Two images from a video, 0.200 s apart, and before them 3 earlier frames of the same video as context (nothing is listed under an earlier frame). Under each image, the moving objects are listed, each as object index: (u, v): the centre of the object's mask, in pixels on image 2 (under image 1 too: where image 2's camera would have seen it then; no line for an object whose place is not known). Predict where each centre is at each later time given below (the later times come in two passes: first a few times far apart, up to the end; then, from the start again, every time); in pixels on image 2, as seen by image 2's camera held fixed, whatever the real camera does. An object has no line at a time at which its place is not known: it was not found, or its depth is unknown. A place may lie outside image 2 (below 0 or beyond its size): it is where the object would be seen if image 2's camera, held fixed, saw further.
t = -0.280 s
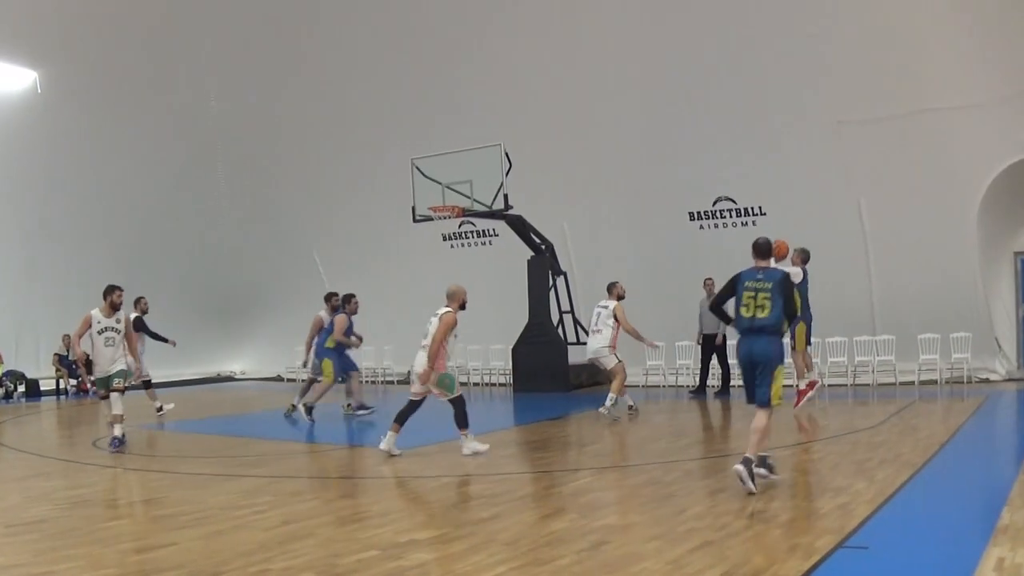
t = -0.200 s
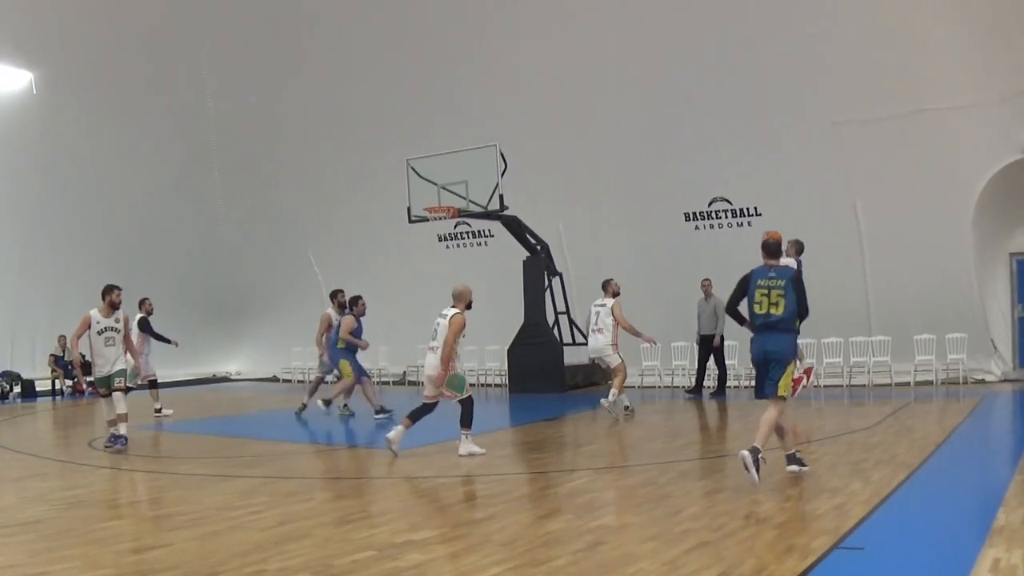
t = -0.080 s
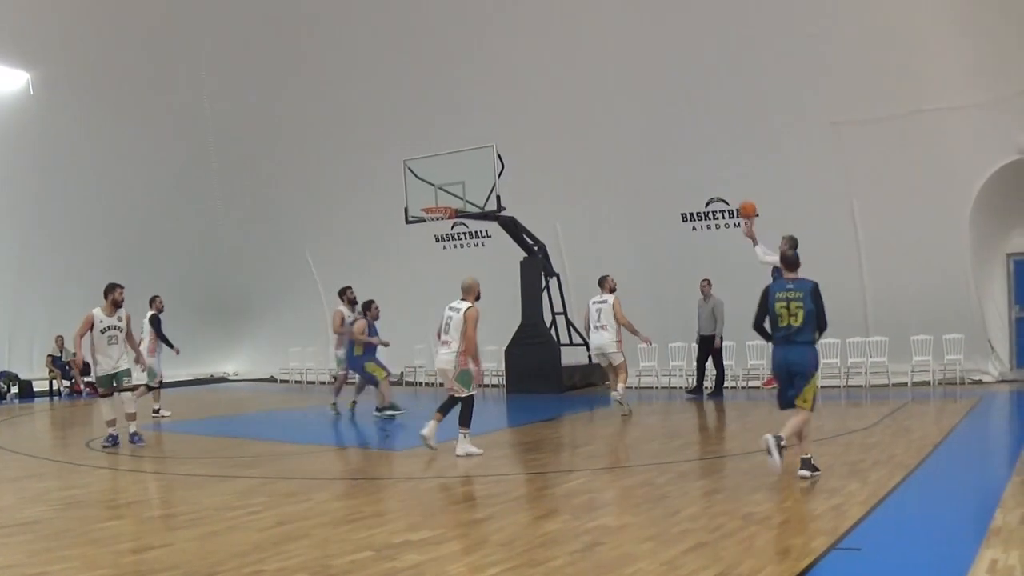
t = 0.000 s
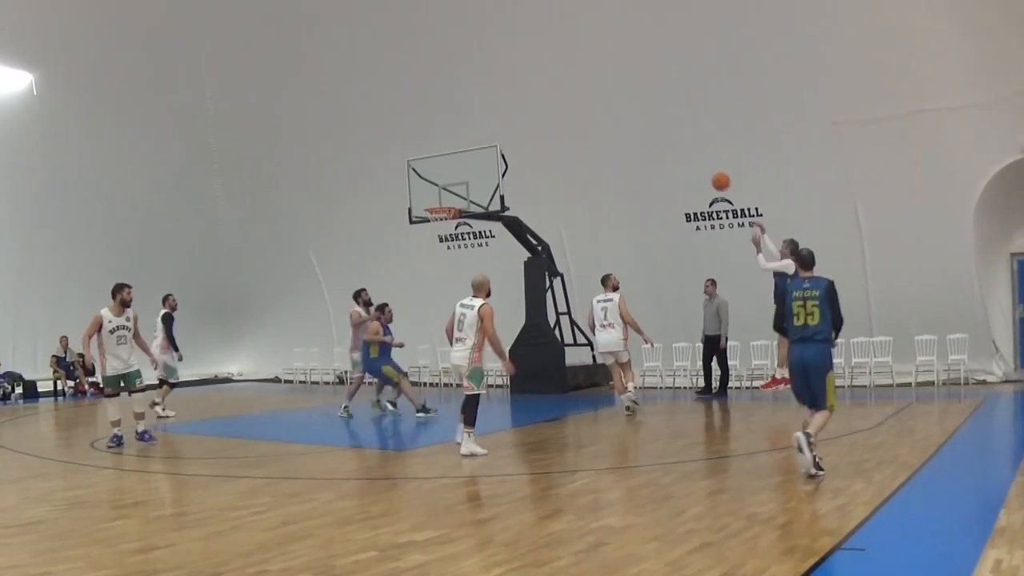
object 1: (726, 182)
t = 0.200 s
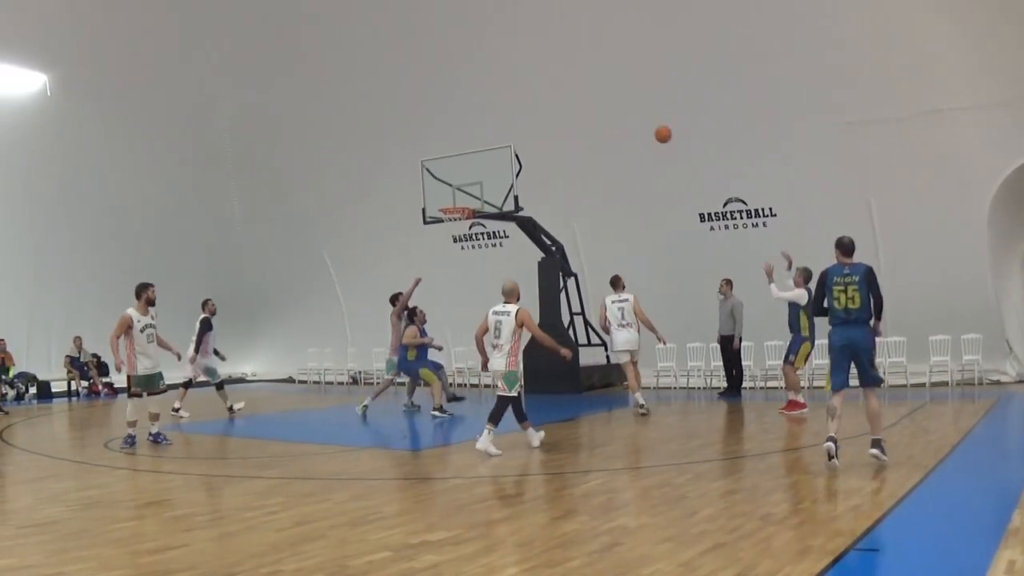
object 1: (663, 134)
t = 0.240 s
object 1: (651, 128)
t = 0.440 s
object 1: (591, 117)
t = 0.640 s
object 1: (535, 133)
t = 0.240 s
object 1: (651, 128)
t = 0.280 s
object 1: (638, 124)
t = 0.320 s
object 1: (626, 121)
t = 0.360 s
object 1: (614, 118)
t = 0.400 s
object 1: (603, 117)
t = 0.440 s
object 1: (591, 117)
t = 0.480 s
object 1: (580, 118)
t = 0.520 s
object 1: (569, 120)
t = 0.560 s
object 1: (558, 123)
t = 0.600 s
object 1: (547, 128)
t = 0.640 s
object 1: (535, 133)
